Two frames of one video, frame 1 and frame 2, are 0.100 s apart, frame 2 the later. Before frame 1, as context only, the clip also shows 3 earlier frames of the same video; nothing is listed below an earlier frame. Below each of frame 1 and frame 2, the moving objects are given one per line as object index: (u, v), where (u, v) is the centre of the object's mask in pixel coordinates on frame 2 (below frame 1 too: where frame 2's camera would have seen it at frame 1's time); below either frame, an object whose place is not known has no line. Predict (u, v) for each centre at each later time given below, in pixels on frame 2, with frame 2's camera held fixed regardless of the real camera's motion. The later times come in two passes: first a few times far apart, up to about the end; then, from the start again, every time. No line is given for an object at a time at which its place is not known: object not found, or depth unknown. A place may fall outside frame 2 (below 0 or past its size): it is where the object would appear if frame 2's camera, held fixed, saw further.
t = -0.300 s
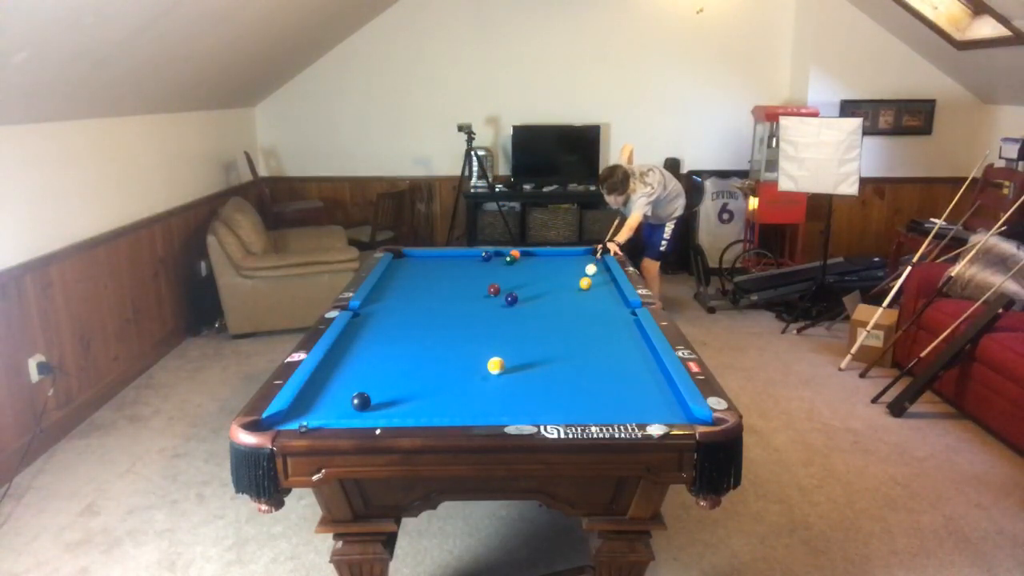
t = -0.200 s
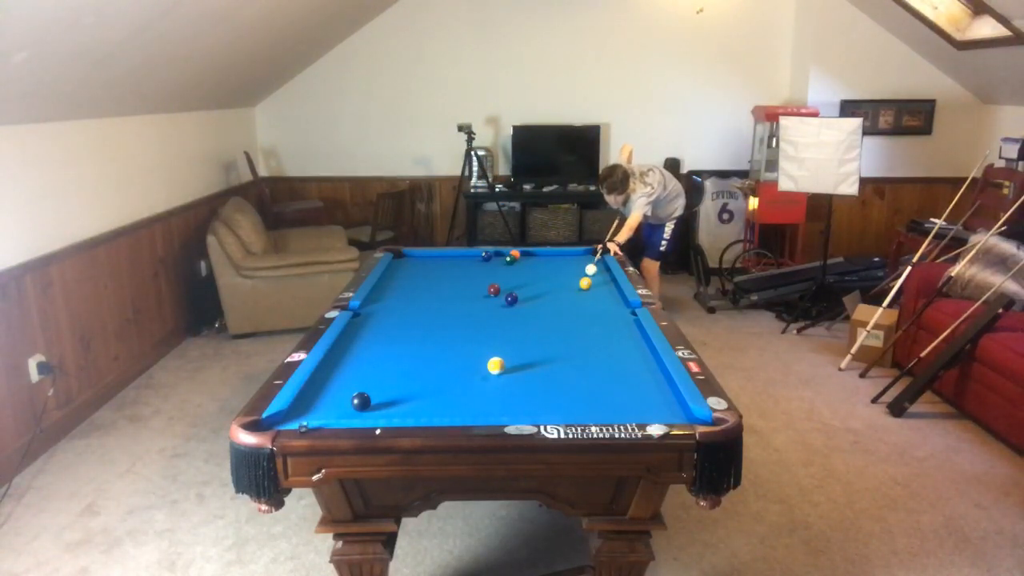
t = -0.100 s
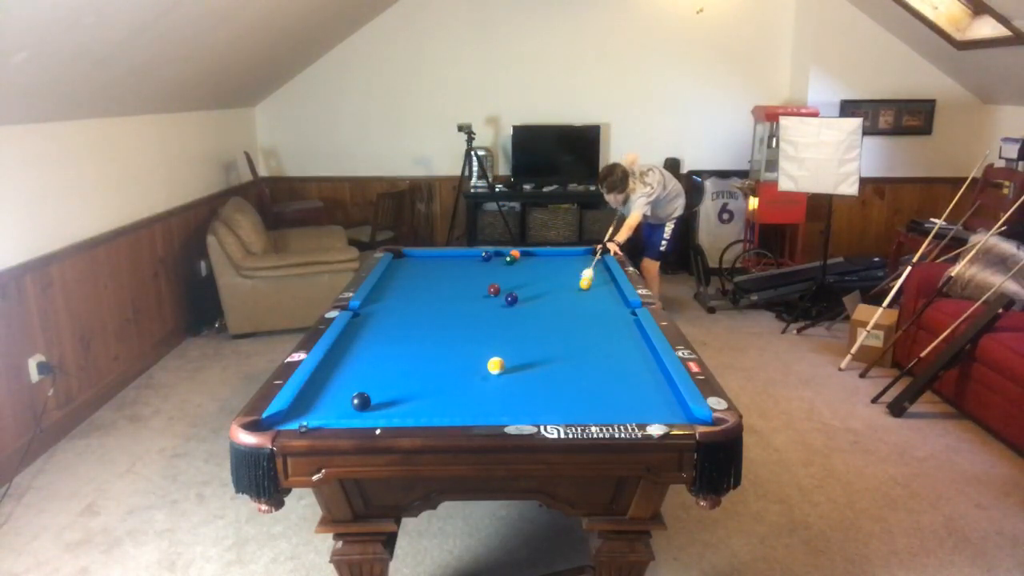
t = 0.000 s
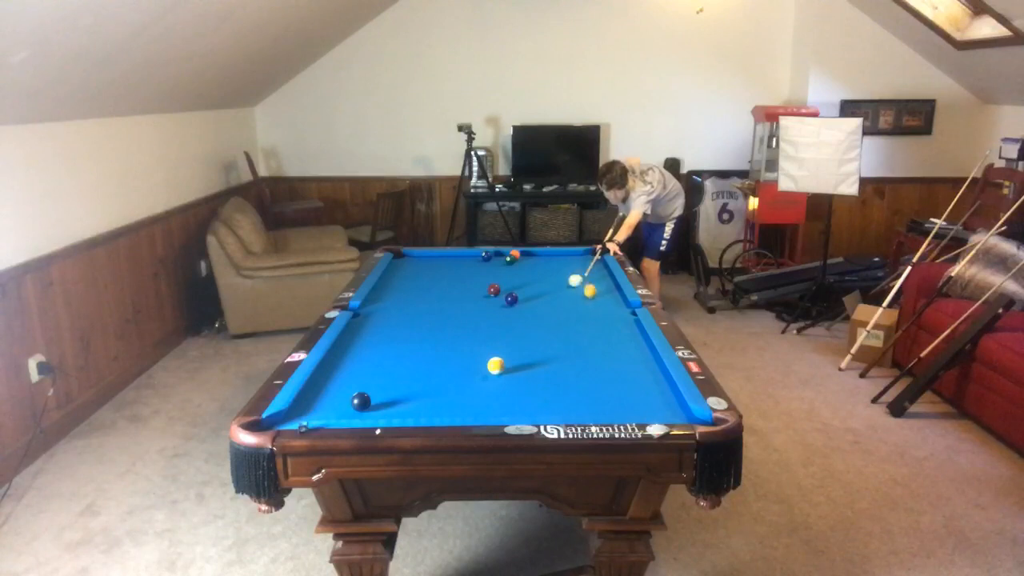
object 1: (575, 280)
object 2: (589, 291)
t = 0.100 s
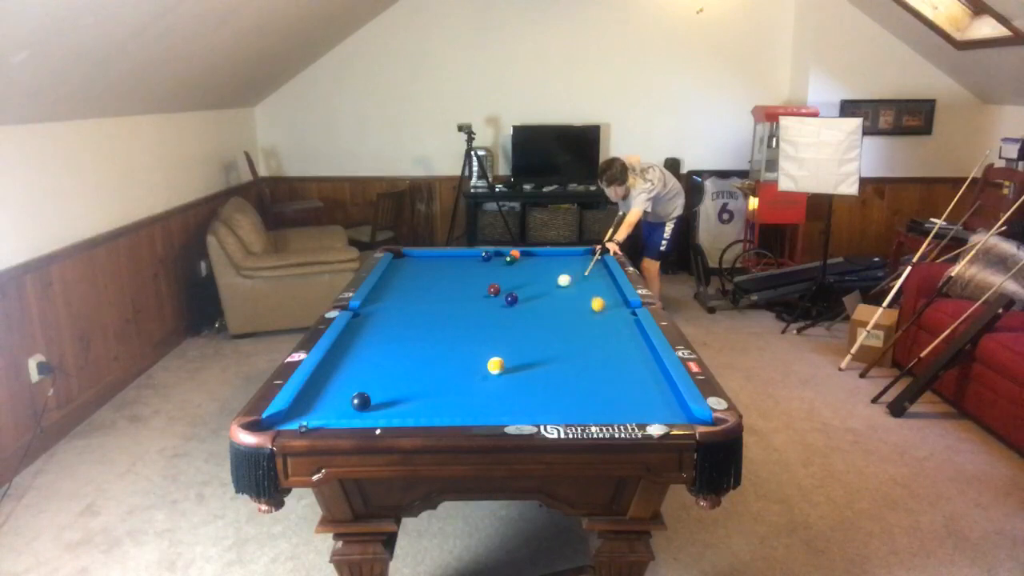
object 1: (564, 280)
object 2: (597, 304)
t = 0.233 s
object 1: (550, 280)
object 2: (607, 322)
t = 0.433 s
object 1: (529, 280)
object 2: (626, 353)
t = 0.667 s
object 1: (506, 279)
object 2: (653, 400)
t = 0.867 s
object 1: (487, 279)
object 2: (660, 396)
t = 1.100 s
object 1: (467, 278)
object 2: (622, 380)
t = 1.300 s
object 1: (449, 278)
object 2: (594, 369)
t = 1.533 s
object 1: (431, 278)
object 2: (566, 357)
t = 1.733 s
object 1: (415, 278)
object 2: (544, 348)
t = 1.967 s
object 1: (399, 277)
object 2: (522, 338)
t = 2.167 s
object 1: (385, 277)
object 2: (504, 331)
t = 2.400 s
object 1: (394, 276)
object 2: (486, 323)
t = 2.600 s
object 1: (403, 275)
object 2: (471, 316)
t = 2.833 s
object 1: (411, 275)
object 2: (456, 310)
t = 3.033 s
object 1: (418, 274)
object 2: (443, 304)
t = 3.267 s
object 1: (425, 274)
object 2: (431, 299)
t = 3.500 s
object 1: (430, 273)
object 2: (419, 294)
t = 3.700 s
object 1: (434, 273)
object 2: (410, 290)
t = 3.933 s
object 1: (438, 273)
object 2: (401, 286)
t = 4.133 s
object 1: (441, 273)
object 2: (393, 283)
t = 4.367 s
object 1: (443, 273)
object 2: (385, 279)
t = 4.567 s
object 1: (444, 273)
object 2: (388, 277)
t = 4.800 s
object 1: (444, 273)
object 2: (394, 274)
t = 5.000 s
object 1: (444, 272)
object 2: (398, 273)
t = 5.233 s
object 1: (444, 272)
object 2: (403, 271)
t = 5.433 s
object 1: (445, 273)
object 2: (407, 269)
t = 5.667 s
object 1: (445, 273)
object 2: (410, 268)
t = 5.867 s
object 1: (445, 273)
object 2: (413, 267)
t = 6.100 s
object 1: (445, 273)
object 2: (416, 266)
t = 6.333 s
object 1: (445, 273)
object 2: (418, 265)
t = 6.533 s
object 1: (445, 273)
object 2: (419, 264)
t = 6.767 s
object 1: (445, 273)
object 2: (420, 264)
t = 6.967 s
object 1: (445, 273)
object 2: (421, 264)
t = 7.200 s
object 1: (445, 273)
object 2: (421, 264)
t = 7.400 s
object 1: (445, 273)
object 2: (421, 264)
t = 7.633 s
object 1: (445, 272)
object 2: (421, 264)
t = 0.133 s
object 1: (560, 280)
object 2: (600, 308)
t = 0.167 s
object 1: (557, 280)
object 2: (602, 313)
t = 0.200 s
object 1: (553, 280)
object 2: (605, 318)
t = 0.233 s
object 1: (550, 280)
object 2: (607, 322)
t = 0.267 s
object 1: (546, 280)
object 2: (610, 327)
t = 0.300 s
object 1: (543, 280)
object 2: (613, 332)
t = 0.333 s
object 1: (539, 280)
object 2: (616, 337)
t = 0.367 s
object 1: (536, 280)
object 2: (619, 342)
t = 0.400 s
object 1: (532, 280)
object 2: (622, 347)
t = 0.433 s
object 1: (529, 280)
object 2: (626, 353)
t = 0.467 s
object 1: (526, 279)
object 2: (629, 359)
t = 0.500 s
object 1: (522, 279)
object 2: (633, 365)
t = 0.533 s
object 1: (519, 279)
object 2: (636, 371)
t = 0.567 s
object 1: (516, 279)
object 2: (640, 378)
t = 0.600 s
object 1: (513, 279)
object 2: (644, 385)
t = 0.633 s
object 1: (509, 279)
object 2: (648, 392)
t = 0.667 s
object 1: (506, 279)
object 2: (653, 400)
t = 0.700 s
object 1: (503, 279)
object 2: (658, 407)
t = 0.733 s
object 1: (500, 279)
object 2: (664, 410)
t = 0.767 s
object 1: (497, 279)
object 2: (670, 408)
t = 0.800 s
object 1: (494, 279)
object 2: (675, 404)
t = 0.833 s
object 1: (490, 279)
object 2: (667, 400)
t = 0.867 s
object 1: (487, 279)
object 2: (660, 396)
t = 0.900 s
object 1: (484, 279)
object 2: (653, 393)
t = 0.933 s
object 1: (481, 279)
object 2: (647, 391)
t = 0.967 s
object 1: (478, 279)
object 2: (642, 389)
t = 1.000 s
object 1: (476, 278)
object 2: (637, 387)
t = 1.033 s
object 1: (472, 279)
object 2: (632, 384)
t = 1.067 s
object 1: (470, 279)
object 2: (627, 382)
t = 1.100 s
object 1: (467, 278)
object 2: (622, 380)
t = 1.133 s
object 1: (464, 278)
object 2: (617, 379)
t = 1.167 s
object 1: (461, 278)
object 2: (612, 377)
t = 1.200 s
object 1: (458, 278)
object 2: (608, 375)
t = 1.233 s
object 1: (455, 278)
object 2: (603, 373)
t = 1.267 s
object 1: (452, 278)
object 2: (598, 371)
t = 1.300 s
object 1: (449, 278)
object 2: (594, 369)
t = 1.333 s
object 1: (447, 278)
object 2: (590, 367)
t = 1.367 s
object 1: (444, 278)
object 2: (586, 365)
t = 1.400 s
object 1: (441, 278)
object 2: (582, 364)
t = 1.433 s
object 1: (439, 278)
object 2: (578, 362)
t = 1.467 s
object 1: (436, 278)
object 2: (574, 360)
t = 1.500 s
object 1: (433, 278)
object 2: (570, 359)
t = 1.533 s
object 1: (431, 278)
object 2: (566, 357)
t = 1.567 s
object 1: (428, 278)
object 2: (563, 356)
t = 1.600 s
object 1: (426, 278)
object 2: (559, 354)
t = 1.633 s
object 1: (423, 278)
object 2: (555, 352)
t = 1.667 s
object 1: (420, 278)
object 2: (551, 351)
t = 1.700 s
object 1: (418, 278)
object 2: (548, 349)
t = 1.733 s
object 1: (415, 278)
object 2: (544, 348)
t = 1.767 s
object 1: (413, 278)
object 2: (541, 347)
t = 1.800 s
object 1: (410, 278)
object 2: (538, 345)
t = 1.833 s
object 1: (408, 278)
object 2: (534, 344)
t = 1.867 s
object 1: (406, 278)
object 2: (531, 342)
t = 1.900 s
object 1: (403, 278)
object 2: (528, 341)
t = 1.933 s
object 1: (401, 277)
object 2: (525, 340)
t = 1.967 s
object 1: (399, 277)
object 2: (522, 338)
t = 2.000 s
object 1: (396, 277)
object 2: (519, 337)
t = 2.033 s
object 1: (394, 277)
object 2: (515, 336)
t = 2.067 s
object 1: (392, 277)
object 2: (513, 334)
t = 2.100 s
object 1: (389, 277)
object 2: (510, 333)
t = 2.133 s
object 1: (387, 277)
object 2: (507, 332)
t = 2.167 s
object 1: (385, 277)
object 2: (504, 331)
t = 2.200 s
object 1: (386, 276)
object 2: (501, 330)
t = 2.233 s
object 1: (387, 277)
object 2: (499, 328)
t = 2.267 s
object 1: (388, 277)
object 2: (496, 327)
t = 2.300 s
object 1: (390, 276)
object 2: (493, 326)
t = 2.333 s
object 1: (391, 276)
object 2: (490, 325)
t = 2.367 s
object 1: (393, 276)
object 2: (488, 324)
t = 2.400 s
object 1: (394, 276)
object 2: (486, 323)
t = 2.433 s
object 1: (396, 276)
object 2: (483, 322)
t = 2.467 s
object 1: (397, 276)
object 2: (480, 320)
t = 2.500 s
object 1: (399, 276)
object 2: (478, 319)
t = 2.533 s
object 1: (400, 276)
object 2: (476, 318)
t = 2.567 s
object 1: (401, 276)
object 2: (473, 317)
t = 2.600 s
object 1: (403, 275)
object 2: (471, 316)
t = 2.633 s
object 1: (404, 275)
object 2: (469, 315)
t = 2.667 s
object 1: (405, 275)
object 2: (466, 314)
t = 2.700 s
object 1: (406, 275)
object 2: (464, 314)
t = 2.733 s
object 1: (408, 275)
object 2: (462, 312)
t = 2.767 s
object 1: (409, 275)
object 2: (460, 311)
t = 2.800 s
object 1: (410, 275)
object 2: (458, 310)
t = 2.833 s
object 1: (411, 275)
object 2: (456, 310)
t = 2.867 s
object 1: (412, 275)
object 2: (453, 309)
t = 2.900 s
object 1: (414, 275)
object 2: (452, 308)
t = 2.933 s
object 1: (415, 275)
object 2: (449, 307)
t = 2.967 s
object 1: (416, 274)
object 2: (447, 306)
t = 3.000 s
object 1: (417, 275)
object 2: (445, 305)
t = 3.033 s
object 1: (418, 274)
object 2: (443, 304)
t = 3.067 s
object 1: (419, 274)
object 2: (442, 304)
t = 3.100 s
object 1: (420, 274)
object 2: (440, 303)
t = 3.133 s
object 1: (421, 274)
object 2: (438, 302)
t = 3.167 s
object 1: (422, 274)
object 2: (436, 301)
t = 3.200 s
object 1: (423, 274)
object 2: (434, 301)
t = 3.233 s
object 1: (424, 274)
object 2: (433, 300)
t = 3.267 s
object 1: (425, 274)
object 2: (431, 299)
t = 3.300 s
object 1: (426, 274)
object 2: (429, 298)
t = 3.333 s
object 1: (426, 274)
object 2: (428, 298)
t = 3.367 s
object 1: (427, 274)
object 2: (426, 297)
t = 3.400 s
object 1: (428, 273)
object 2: (424, 296)
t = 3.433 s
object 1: (429, 273)
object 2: (423, 296)
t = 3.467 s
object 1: (430, 273)
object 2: (421, 295)
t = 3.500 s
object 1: (430, 273)
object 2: (419, 294)
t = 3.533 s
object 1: (431, 273)
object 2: (418, 293)
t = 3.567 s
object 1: (432, 273)
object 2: (416, 292)
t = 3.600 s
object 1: (433, 273)
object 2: (415, 292)
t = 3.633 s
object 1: (433, 273)
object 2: (413, 291)
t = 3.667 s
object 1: (434, 273)
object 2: (412, 291)
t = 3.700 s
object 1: (434, 273)
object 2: (410, 290)
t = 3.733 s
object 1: (435, 273)
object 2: (409, 289)
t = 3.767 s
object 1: (436, 273)
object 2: (408, 289)
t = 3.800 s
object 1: (437, 273)
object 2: (406, 288)
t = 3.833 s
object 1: (437, 273)
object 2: (405, 288)
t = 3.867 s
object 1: (437, 273)
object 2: (404, 287)
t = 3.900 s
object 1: (438, 273)
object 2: (402, 286)
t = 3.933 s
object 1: (438, 273)
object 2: (401, 286)
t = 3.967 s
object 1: (439, 273)
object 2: (400, 285)
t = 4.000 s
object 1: (439, 273)
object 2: (398, 285)
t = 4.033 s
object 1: (440, 273)
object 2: (397, 284)
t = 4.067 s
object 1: (440, 273)
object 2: (395, 284)
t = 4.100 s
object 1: (441, 273)
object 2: (395, 283)
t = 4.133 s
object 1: (441, 273)
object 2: (393, 283)
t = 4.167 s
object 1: (441, 273)
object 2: (392, 282)
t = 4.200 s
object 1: (442, 273)
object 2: (391, 282)
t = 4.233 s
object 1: (442, 273)
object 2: (389, 281)
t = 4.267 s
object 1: (442, 273)
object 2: (388, 280)
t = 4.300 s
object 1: (443, 273)
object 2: (387, 280)
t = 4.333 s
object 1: (443, 273)
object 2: (386, 279)
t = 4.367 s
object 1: (443, 273)
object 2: (385, 279)
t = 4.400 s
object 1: (443, 273)
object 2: (385, 278)
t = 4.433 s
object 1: (443, 273)
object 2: (384, 278)
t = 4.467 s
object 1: (444, 273)
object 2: (385, 277)
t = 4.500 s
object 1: (444, 273)
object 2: (386, 277)
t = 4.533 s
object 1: (444, 273)
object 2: (387, 277)
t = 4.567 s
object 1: (444, 273)
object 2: (388, 277)
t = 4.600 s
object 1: (444, 272)
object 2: (389, 276)
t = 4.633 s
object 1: (444, 273)
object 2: (390, 276)
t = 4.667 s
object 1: (444, 272)
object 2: (390, 276)
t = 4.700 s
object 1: (444, 273)
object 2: (391, 275)
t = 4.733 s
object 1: (444, 272)
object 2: (392, 275)
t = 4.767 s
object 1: (444, 273)
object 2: (393, 275)
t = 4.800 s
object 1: (444, 273)
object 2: (394, 274)
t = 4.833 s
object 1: (444, 273)
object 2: (394, 274)
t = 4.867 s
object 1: (444, 272)
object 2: (395, 274)
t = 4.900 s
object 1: (444, 273)
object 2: (396, 273)
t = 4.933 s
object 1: (444, 273)
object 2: (397, 273)
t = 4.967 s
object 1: (444, 273)
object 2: (398, 273)
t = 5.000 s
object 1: (444, 272)
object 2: (398, 273)
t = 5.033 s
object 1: (444, 272)
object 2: (399, 272)
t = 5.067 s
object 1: (444, 272)
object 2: (400, 272)
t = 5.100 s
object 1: (444, 272)
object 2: (400, 272)
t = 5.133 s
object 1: (444, 272)
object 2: (401, 272)
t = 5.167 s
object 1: (444, 272)
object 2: (402, 271)
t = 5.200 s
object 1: (444, 272)
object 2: (403, 271)
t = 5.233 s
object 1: (444, 272)
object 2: (403, 271)
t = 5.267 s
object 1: (444, 272)
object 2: (404, 270)
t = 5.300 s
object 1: (445, 273)
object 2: (404, 270)
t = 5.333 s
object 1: (445, 273)
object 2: (405, 270)
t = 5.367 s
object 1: (445, 273)
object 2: (406, 270)
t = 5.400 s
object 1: (445, 273)
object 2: (406, 270)
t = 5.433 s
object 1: (445, 273)
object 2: (407, 269)
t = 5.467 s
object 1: (445, 273)
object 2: (407, 269)
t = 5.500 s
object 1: (445, 273)
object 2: (408, 269)
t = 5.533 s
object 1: (445, 273)
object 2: (408, 269)
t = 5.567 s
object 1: (445, 273)
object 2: (409, 268)
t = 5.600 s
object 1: (445, 273)
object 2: (409, 268)
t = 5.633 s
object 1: (445, 273)
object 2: (410, 268)
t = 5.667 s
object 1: (445, 273)
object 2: (410, 268)
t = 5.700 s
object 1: (445, 273)
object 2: (411, 268)
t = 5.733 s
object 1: (445, 273)
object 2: (411, 268)
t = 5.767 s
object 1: (445, 273)
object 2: (412, 267)
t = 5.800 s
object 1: (445, 273)
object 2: (412, 267)
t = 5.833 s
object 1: (445, 273)
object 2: (413, 267)
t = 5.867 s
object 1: (445, 273)
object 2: (413, 267)
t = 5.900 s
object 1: (445, 273)
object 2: (414, 266)
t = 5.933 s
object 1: (445, 273)
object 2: (414, 266)
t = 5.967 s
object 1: (445, 273)
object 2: (414, 266)
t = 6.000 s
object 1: (445, 273)
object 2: (415, 266)
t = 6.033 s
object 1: (445, 273)
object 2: (415, 266)
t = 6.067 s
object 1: (445, 273)
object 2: (415, 266)
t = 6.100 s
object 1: (445, 273)
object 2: (416, 266)
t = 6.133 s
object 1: (445, 273)
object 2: (416, 266)
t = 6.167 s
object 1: (445, 273)
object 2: (416, 265)
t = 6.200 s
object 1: (445, 273)
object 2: (417, 265)
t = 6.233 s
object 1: (445, 273)
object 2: (417, 265)
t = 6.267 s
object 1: (445, 273)
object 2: (417, 265)
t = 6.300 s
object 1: (445, 273)
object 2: (418, 265)
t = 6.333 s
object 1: (445, 273)
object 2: (418, 265)
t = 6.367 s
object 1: (445, 273)
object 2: (418, 265)
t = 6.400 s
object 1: (445, 273)
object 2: (418, 265)
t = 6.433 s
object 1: (445, 273)
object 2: (419, 264)
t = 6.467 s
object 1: (445, 273)
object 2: (419, 264)
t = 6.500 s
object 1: (445, 273)
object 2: (419, 264)
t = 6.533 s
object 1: (445, 273)
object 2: (419, 264)
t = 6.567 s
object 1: (445, 273)
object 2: (420, 264)
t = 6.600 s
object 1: (445, 273)
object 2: (420, 264)
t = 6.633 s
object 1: (445, 273)
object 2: (420, 264)
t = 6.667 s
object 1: (445, 273)
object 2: (420, 264)
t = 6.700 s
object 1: (445, 273)
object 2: (420, 264)
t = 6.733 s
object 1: (445, 273)
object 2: (420, 264)
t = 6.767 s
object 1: (445, 273)
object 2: (420, 264)
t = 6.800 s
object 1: (445, 273)
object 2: (420, 264)
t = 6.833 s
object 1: (445, 273)
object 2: (420, 264)
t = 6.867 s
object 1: (445, 273)
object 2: (421, 264)
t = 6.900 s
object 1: (445, 273)
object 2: (421, 264)
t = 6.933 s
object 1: (445, 273)
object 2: (421, 264)
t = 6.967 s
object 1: (445, 273)
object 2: (421, 264)
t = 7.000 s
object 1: (445, 273)
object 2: (421, 264)
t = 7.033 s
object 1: (445, 273)
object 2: (421, 264)
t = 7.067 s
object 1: (445, 273)
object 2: (421, 264)
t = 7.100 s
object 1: (445, 273)
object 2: (421, 264)
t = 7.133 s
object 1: (445, 273)
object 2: (421, 264)
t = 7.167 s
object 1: (445, 273)
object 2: (421, 264)
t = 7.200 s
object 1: (445, 273)
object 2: (421, 264)
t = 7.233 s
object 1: (444, 272)
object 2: (421, 264)
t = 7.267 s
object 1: (445, 273)
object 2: (421, 264)
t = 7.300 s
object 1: (445, 273)
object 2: (421, 264)
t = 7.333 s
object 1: (445, 273)
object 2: (421, 264)
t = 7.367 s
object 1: (445, 273)
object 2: (421, 264)
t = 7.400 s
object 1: (445, 273)
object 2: (421, 264)
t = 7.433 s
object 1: (445, 273)
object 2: (421, 264)
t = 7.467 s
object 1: (445, 273)
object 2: (421, 264)
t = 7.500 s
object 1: (445, 273)
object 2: (421, 264)
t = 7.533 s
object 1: (445, 273)
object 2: (421, 264)
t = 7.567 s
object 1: (445, 273)
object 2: (421, 264)
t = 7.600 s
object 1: (445, 272)
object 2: (421, 264)
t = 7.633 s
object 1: (445, 272)
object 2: (421, 264)
